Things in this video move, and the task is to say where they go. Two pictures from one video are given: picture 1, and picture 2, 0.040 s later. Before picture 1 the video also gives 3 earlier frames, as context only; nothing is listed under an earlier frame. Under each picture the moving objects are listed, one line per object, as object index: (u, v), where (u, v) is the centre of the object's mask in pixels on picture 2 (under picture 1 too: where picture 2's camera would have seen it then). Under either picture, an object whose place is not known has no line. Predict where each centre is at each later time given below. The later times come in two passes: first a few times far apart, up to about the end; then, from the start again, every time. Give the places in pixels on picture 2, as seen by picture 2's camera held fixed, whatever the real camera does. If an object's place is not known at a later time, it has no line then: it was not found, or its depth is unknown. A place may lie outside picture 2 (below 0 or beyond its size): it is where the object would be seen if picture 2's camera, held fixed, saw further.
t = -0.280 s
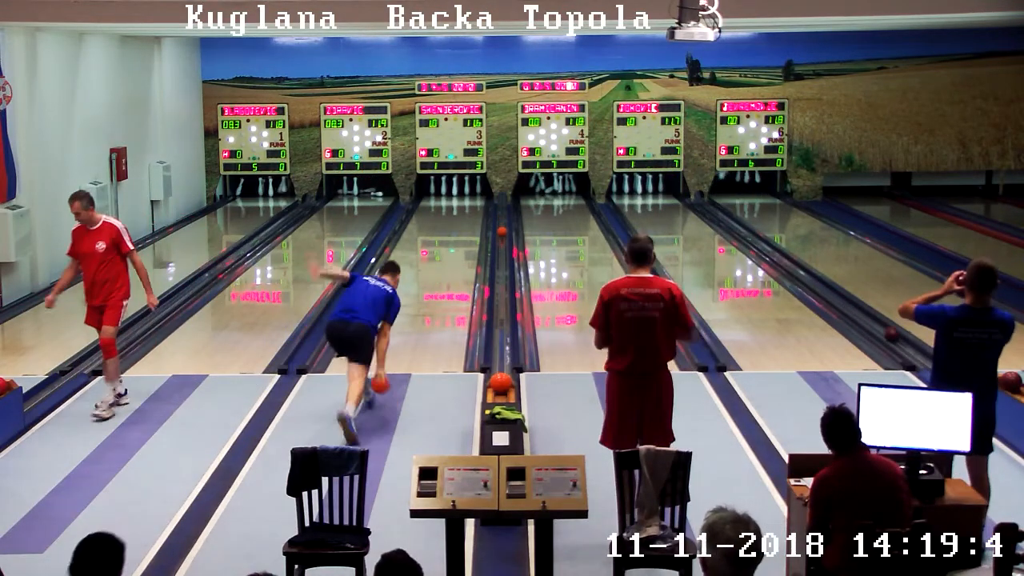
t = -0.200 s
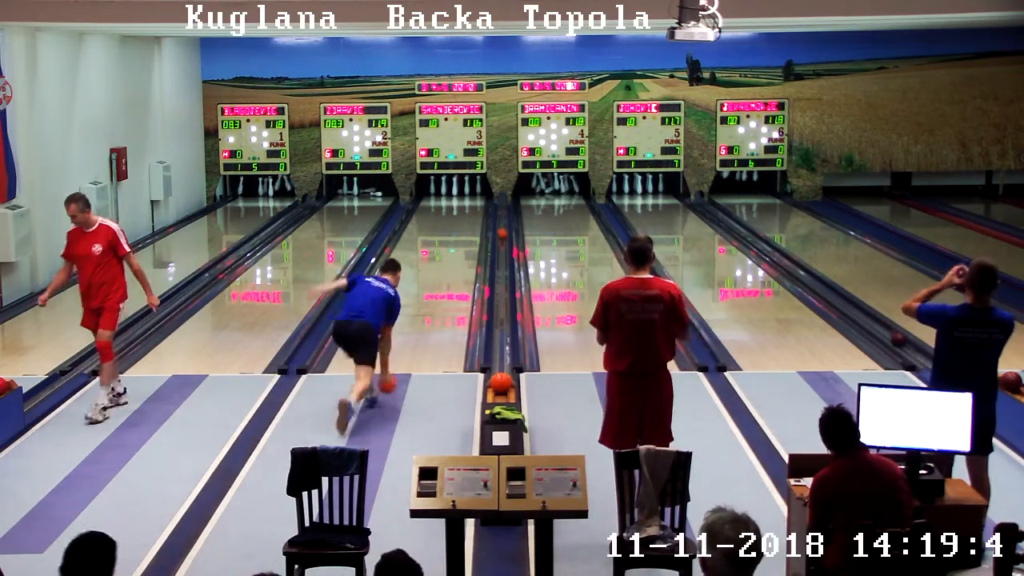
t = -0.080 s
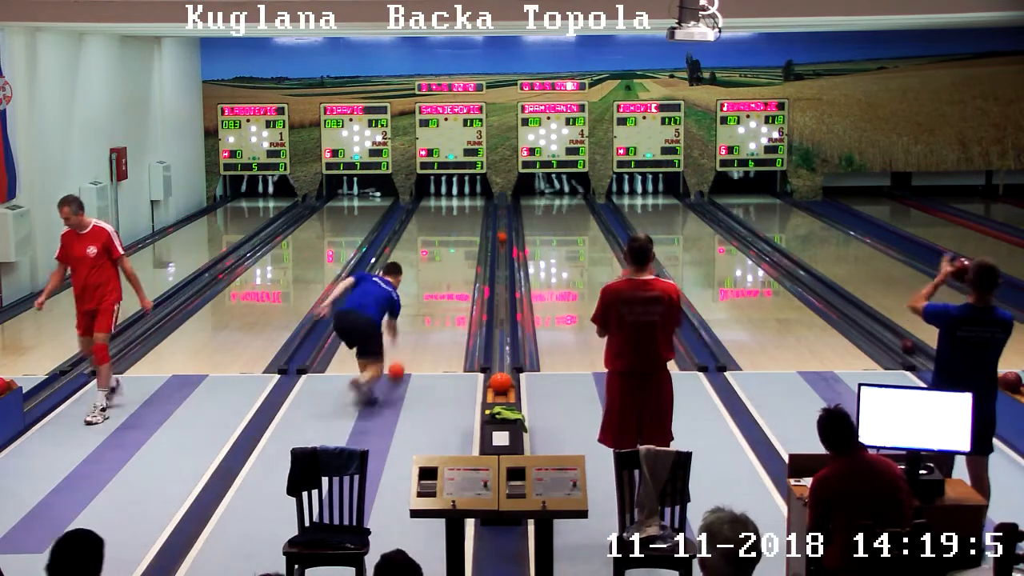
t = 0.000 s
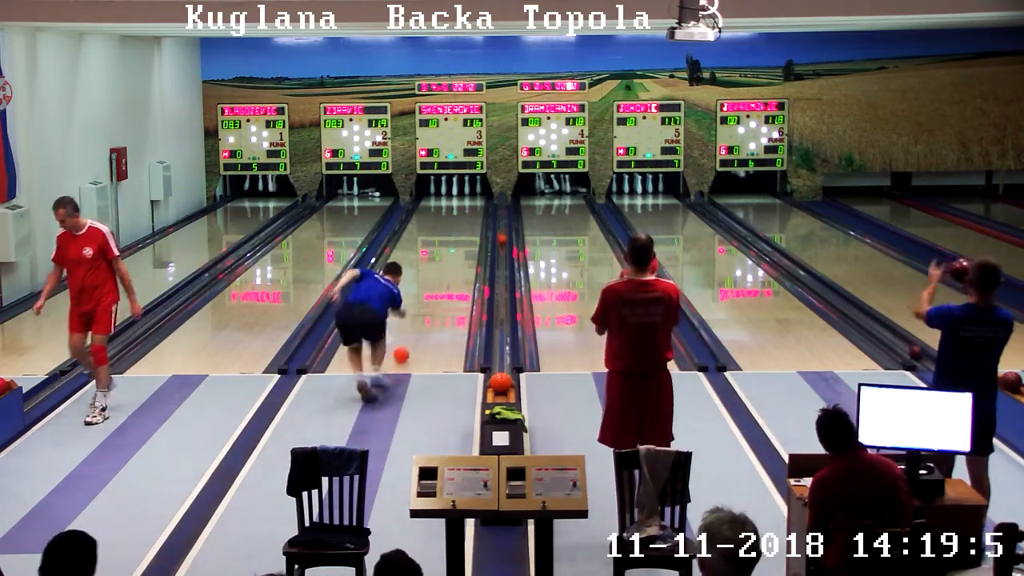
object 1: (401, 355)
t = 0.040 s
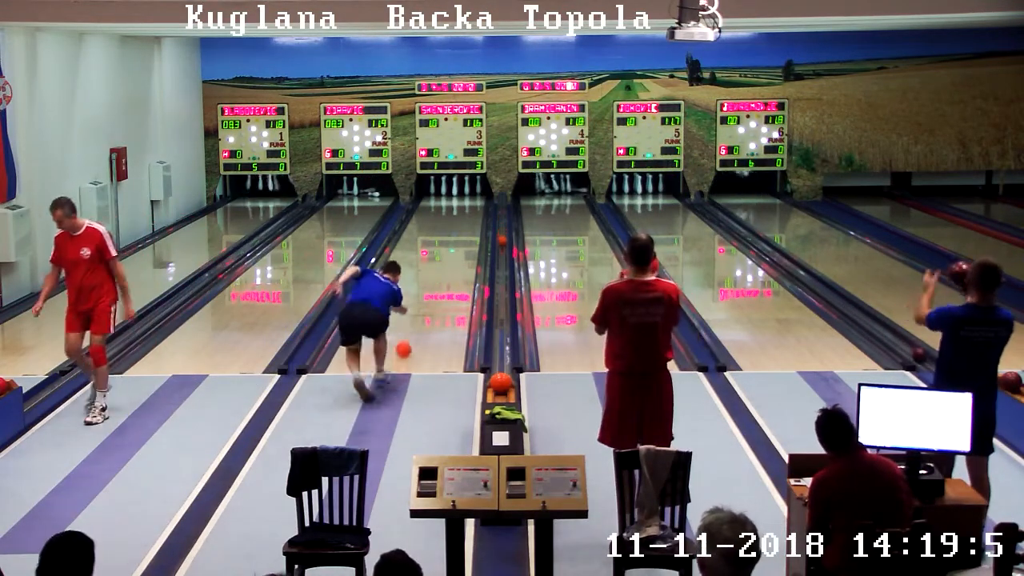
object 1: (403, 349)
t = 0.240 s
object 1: (413, 319)
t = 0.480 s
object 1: (422, 292)
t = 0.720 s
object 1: (430, 269)
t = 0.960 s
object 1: (436, 251)
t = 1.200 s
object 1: (441, 236)
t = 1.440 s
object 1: (444, 224)
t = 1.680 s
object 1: (448, 213)
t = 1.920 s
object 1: (451, 205)
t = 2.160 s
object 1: (454, 197)
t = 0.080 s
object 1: (406, 342)
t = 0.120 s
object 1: (408, 336)
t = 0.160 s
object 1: (410, 330)
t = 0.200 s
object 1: (412, 324)
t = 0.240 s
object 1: (413, 319)
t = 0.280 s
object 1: (415, 315)
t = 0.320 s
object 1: (416, 310)
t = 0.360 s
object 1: (418, 305)
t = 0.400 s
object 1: (419, 301)
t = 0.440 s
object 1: (421, 296)
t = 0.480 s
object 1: (422, 292)
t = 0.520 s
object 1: (424, 288)
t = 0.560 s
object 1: (425, 284)
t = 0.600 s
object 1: (427, 280)
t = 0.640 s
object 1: (428, 276)
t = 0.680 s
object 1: (429, 273)
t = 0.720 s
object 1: (430, 269)
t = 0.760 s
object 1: (431, 266)
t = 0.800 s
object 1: (432, 263)
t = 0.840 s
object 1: (433, 260)
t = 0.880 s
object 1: (434, 257)
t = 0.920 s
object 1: (434, 255)
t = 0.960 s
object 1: (436, 251)
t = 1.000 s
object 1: (436, 249)
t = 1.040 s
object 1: (437, 246)
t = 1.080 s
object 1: (438, 243)
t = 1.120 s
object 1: (439, 241)
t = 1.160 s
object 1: (440, 238)
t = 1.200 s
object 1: (441, 236)
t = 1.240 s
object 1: (441, 234)
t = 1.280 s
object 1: (442, 232)
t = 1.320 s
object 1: (442, 230)
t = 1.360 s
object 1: (443, 228)
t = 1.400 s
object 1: (443, 226)
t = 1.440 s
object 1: (444, 224)
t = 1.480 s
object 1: (445, 223)
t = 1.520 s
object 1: (445, 221)
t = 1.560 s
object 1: (446, 219)
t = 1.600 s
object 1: (447, 217)
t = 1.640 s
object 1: (447, 215)
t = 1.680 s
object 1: (448, 213)
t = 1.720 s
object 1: (449, 212)
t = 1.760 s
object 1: (449, 210)
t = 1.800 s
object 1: (450, 209)
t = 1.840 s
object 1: (450, 208)
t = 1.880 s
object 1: (450, 206)
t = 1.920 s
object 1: (451, 205)
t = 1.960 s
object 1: (451, 203)
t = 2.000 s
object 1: (452, 202)
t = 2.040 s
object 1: (453, 201)
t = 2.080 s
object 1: (453, 199)
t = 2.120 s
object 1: (453, 198)
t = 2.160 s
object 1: (454, 197)
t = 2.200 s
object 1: (454, 196)
